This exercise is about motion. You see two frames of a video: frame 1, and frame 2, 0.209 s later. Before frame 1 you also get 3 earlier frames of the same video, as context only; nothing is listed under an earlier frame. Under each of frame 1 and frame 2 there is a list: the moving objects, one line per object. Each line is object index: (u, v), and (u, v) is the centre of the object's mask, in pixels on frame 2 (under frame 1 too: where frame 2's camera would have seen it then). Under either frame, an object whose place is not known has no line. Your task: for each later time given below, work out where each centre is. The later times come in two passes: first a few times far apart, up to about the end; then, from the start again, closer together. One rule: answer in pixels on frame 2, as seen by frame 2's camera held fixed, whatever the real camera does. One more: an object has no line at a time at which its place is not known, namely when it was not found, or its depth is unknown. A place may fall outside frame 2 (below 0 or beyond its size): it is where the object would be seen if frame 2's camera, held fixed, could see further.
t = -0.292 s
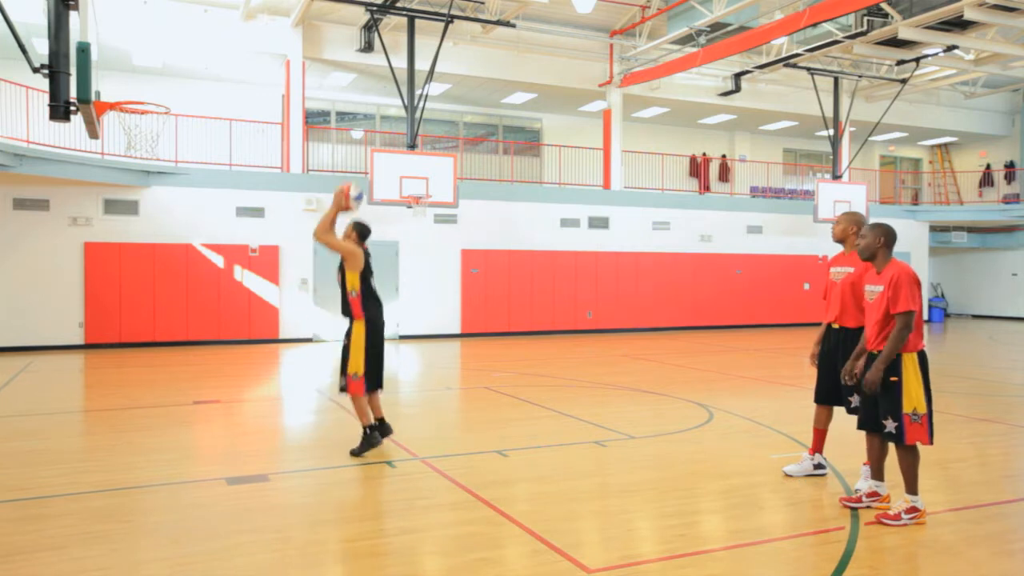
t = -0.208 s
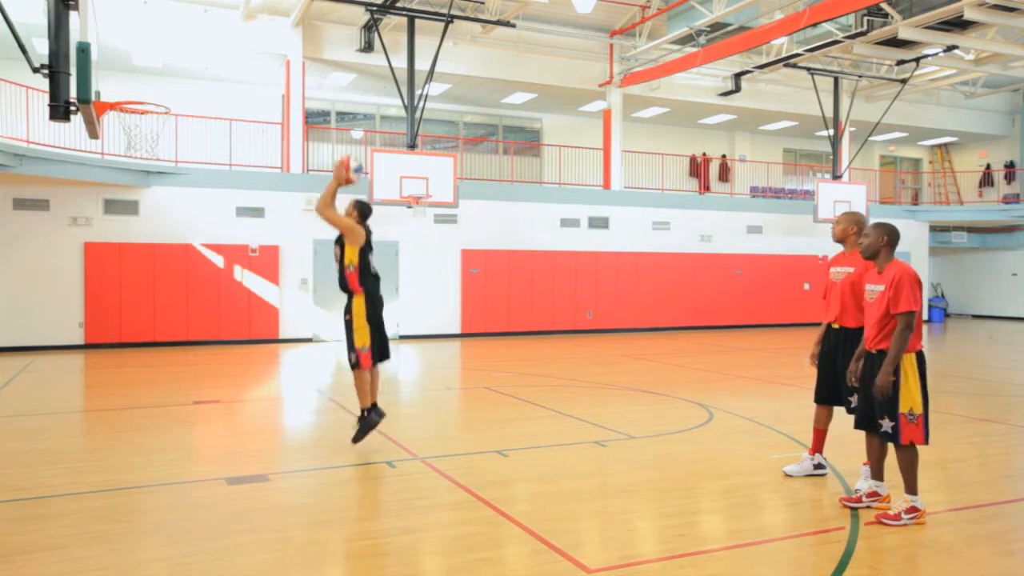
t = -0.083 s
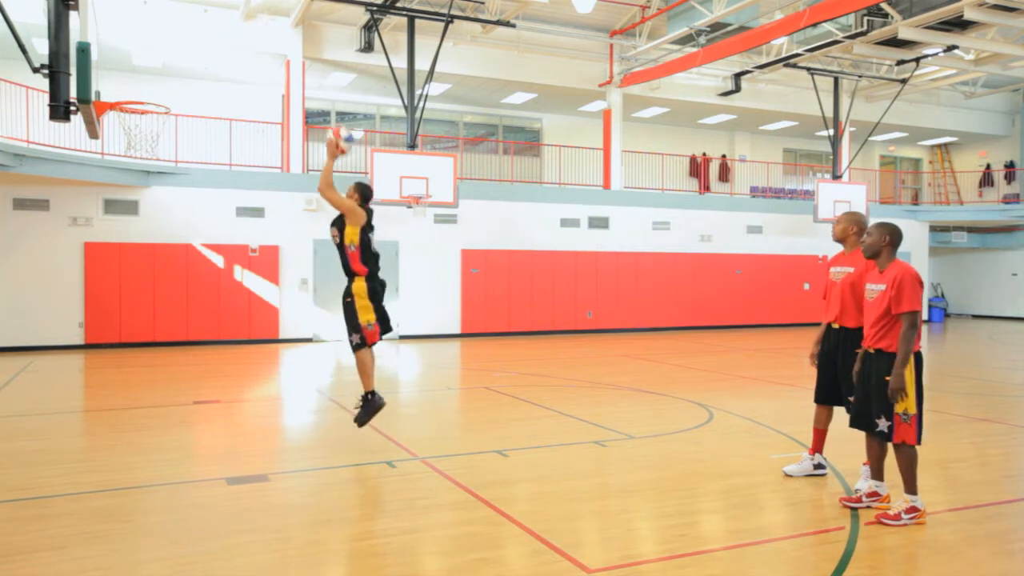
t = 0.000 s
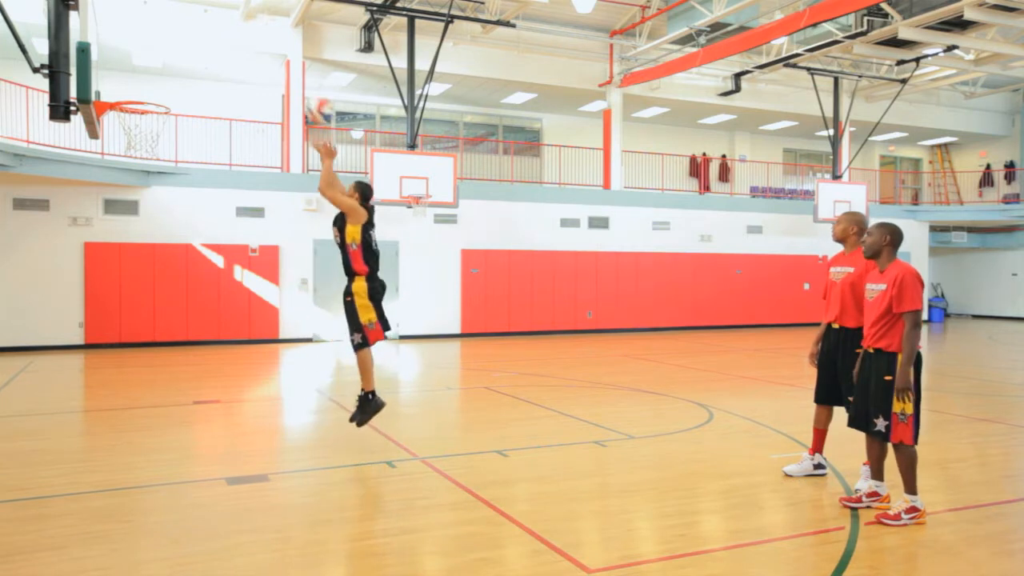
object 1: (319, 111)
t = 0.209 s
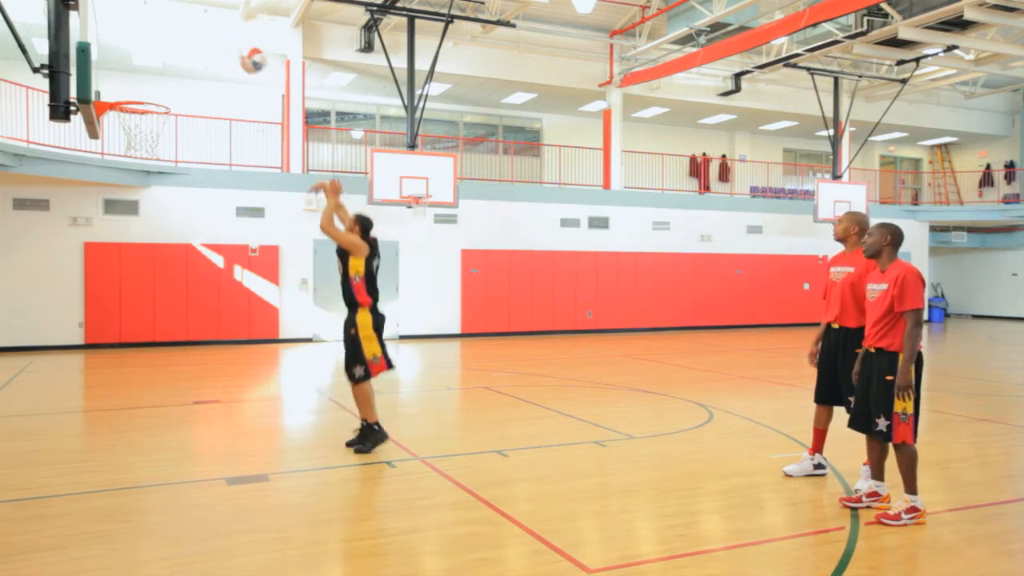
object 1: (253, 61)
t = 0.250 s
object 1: (239, 56)
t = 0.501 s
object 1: (161, 70)
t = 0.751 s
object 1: (167, 89)
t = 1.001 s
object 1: (251, 117)
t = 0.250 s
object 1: (239, 56)
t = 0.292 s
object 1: (226, 53)
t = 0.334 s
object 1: (212, 53)
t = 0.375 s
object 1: (200, 54)
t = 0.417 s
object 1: (186, 57)
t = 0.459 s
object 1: (174, 63)
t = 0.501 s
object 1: (161, 70)
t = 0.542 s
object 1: (148, 78)
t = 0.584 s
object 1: (136, 88)
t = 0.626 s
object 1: (126, 99)
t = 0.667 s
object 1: (139, 93)
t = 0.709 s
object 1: (153, 91)
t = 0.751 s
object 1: (167, 89)
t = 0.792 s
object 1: (181, 89)
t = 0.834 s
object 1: (195, 91)
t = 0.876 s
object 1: (209, 95)
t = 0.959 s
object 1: (237, 107)
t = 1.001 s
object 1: (251, 117)
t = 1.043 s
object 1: (265, 129)
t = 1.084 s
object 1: (278, 141)
